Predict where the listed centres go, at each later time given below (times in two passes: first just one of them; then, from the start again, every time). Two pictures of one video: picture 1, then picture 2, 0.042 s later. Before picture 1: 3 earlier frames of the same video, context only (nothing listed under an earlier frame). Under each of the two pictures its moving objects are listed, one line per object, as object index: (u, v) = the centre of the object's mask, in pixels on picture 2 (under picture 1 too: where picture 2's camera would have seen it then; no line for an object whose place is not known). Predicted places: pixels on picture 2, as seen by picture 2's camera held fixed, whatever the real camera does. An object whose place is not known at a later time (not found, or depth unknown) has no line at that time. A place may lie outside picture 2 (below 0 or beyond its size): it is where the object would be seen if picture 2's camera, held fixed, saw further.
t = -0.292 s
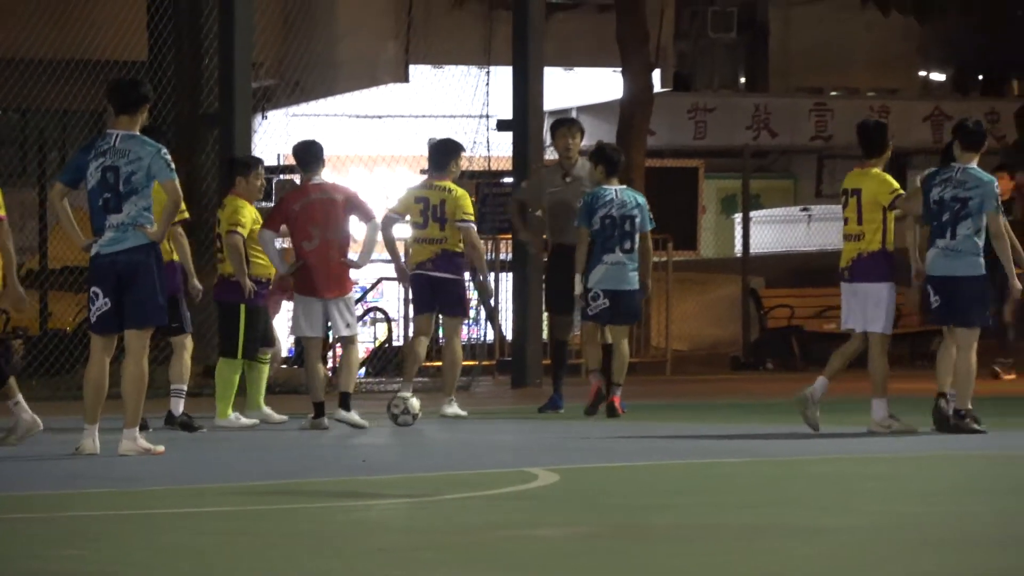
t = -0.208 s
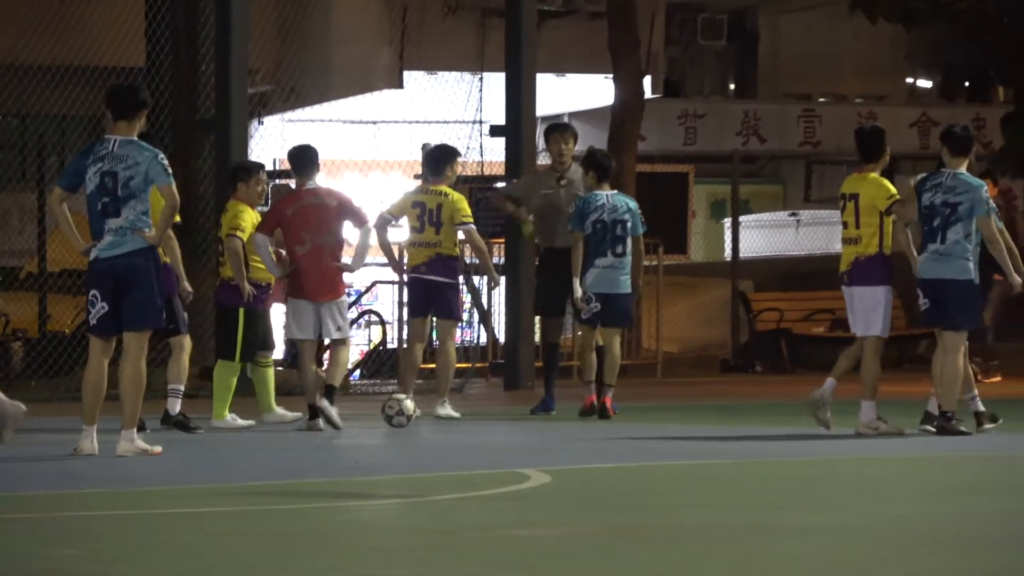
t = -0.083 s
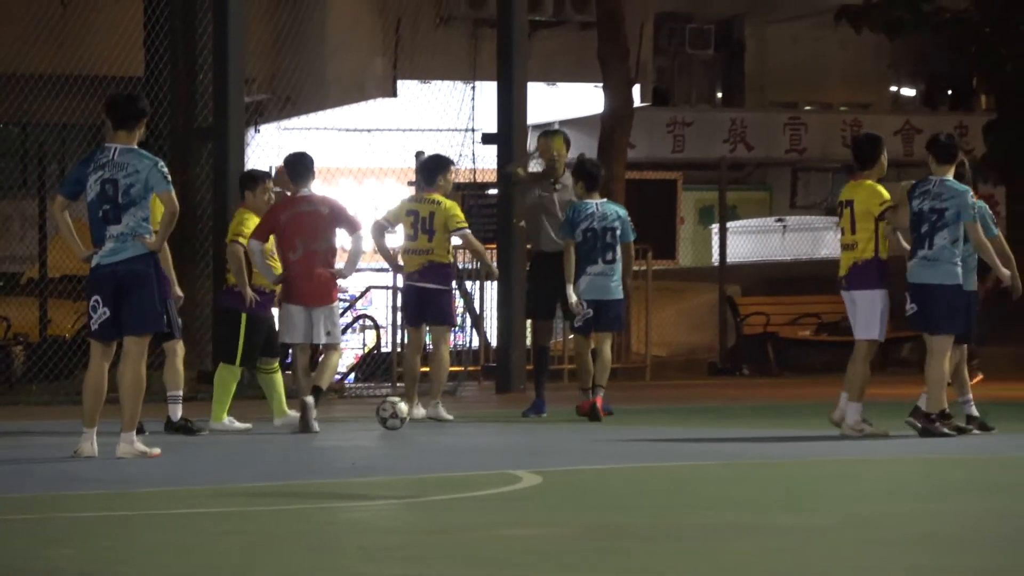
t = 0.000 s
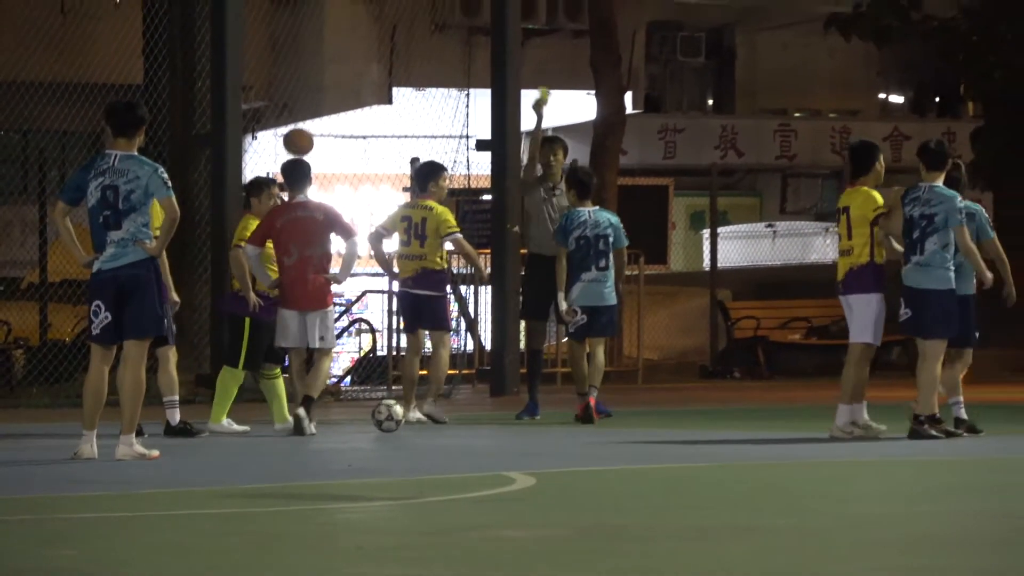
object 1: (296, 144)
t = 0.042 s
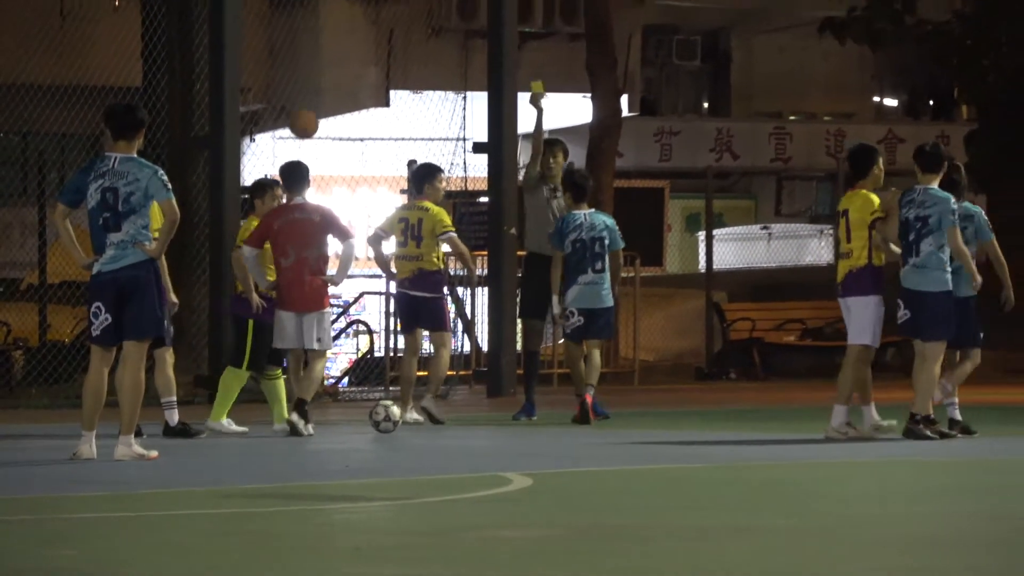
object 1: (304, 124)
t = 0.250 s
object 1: (333, 74)
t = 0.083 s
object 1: (311, 112)
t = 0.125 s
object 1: (316, 99)
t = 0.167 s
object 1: (320, 90)
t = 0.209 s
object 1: (328, 78)
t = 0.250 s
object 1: (333, 74)
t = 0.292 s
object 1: (339, 70)
